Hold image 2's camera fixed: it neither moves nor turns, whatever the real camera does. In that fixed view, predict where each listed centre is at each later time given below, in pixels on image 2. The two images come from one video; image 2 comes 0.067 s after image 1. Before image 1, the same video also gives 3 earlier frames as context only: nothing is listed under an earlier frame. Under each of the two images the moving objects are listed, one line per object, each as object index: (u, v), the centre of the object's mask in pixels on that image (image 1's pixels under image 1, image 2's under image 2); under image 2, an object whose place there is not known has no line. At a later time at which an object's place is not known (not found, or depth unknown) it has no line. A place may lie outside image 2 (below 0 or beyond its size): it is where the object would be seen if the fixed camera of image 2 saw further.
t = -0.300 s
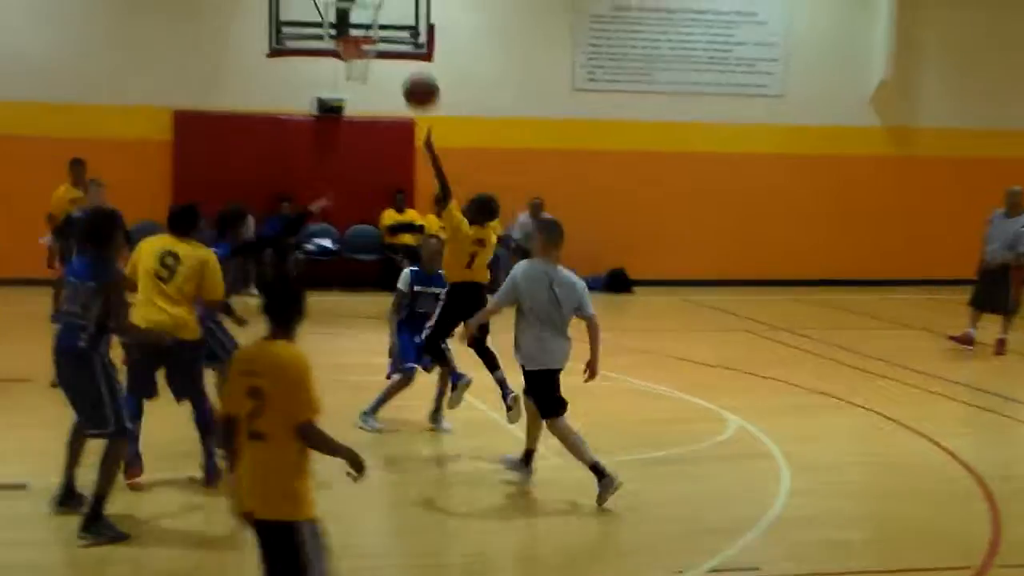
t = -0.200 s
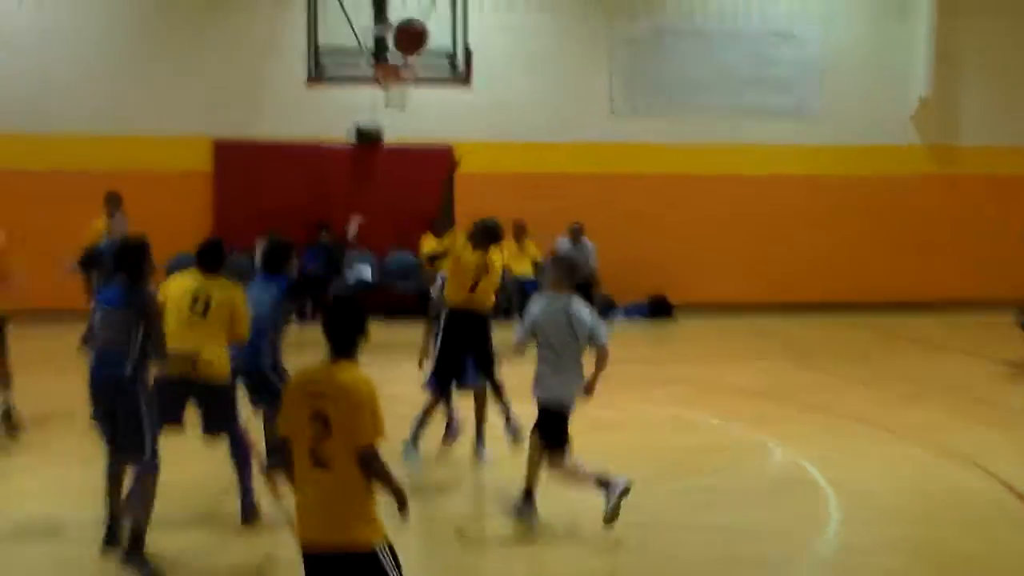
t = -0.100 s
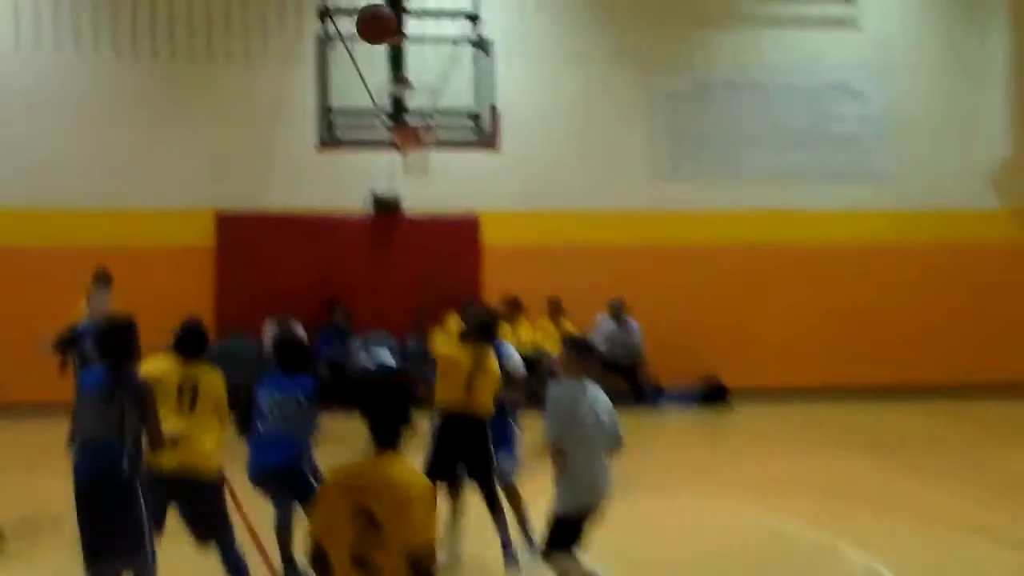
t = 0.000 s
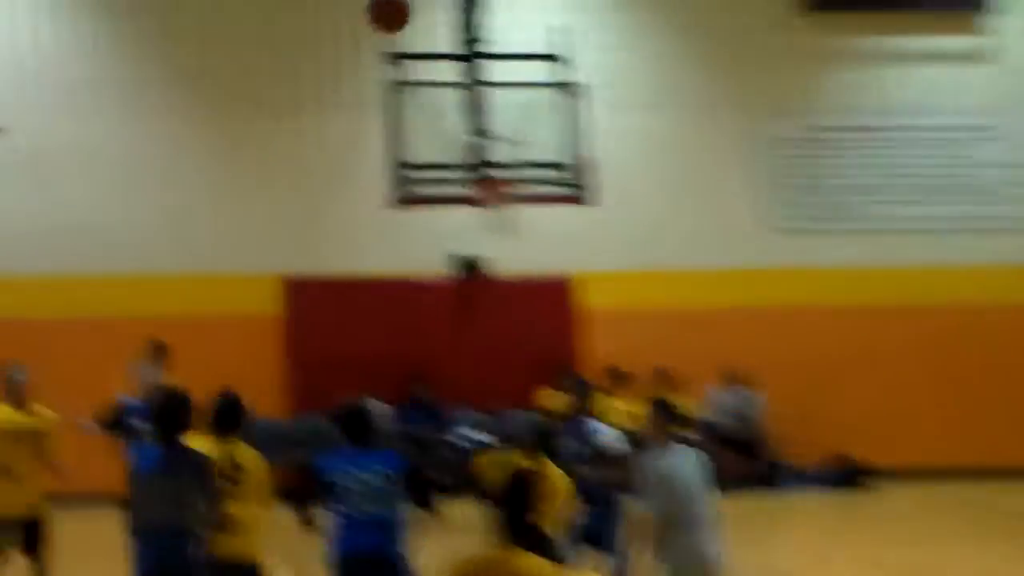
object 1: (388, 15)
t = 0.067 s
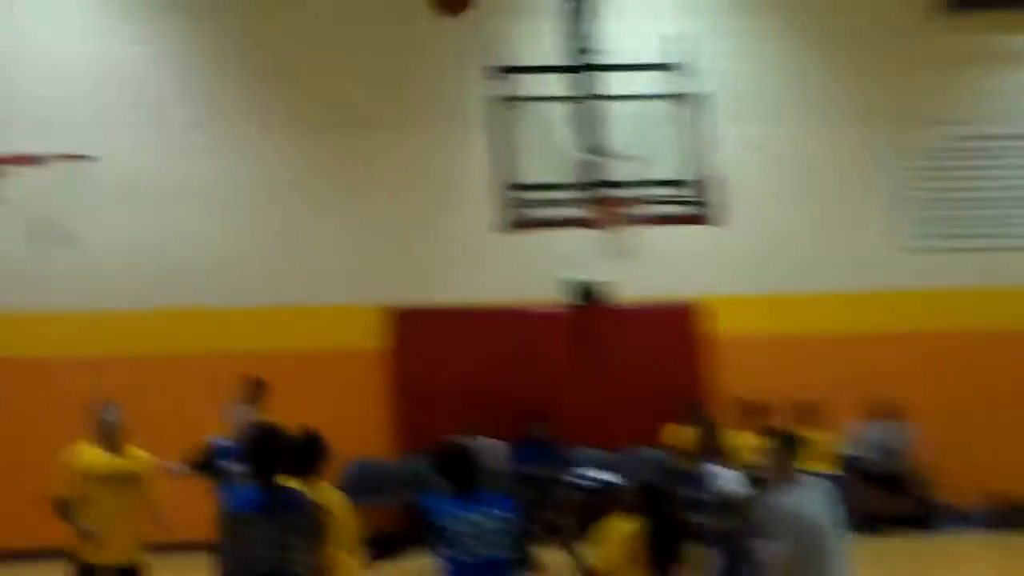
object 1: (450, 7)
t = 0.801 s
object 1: (129, 227)
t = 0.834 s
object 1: (139, 257)
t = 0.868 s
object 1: (148, 288)
